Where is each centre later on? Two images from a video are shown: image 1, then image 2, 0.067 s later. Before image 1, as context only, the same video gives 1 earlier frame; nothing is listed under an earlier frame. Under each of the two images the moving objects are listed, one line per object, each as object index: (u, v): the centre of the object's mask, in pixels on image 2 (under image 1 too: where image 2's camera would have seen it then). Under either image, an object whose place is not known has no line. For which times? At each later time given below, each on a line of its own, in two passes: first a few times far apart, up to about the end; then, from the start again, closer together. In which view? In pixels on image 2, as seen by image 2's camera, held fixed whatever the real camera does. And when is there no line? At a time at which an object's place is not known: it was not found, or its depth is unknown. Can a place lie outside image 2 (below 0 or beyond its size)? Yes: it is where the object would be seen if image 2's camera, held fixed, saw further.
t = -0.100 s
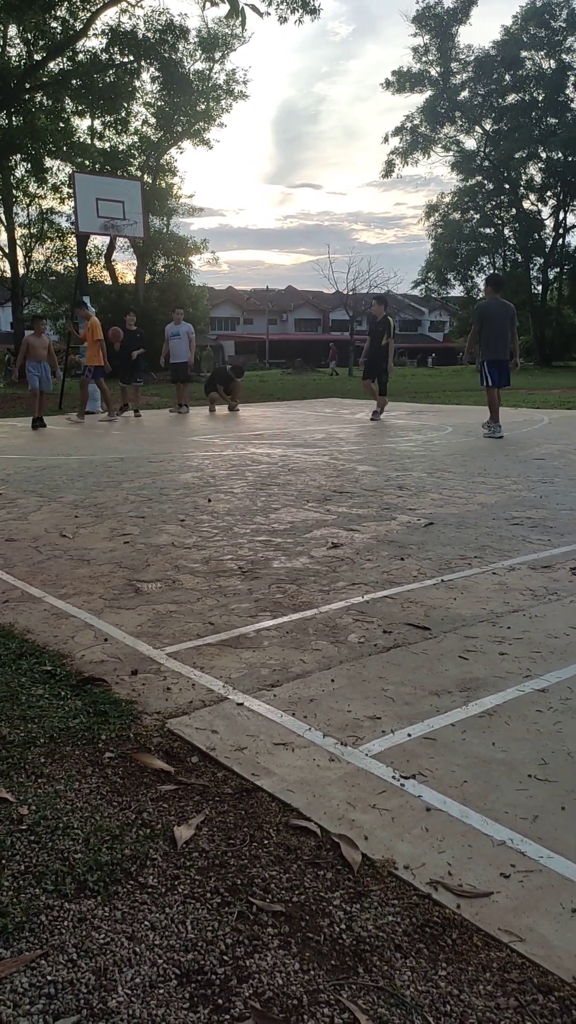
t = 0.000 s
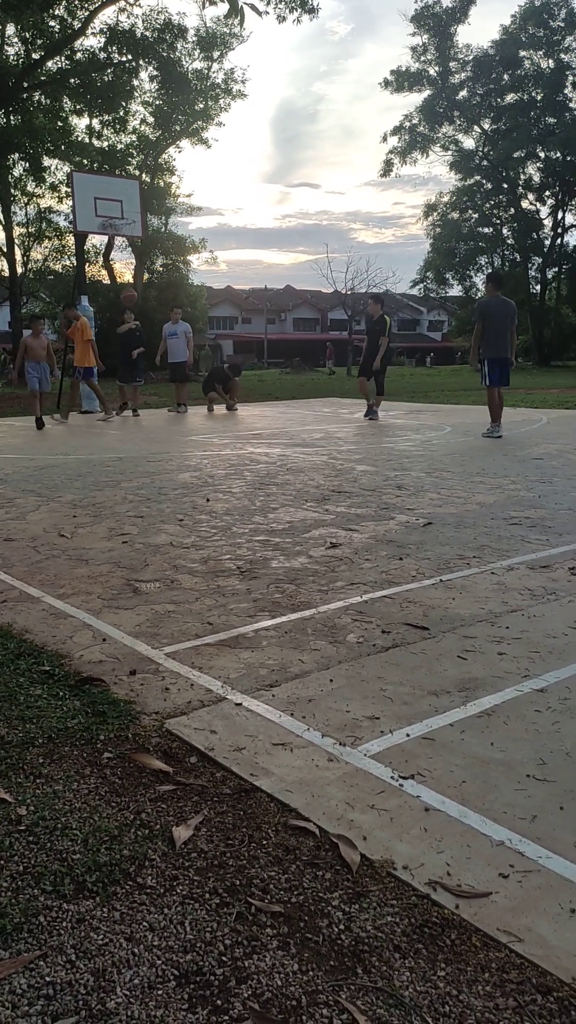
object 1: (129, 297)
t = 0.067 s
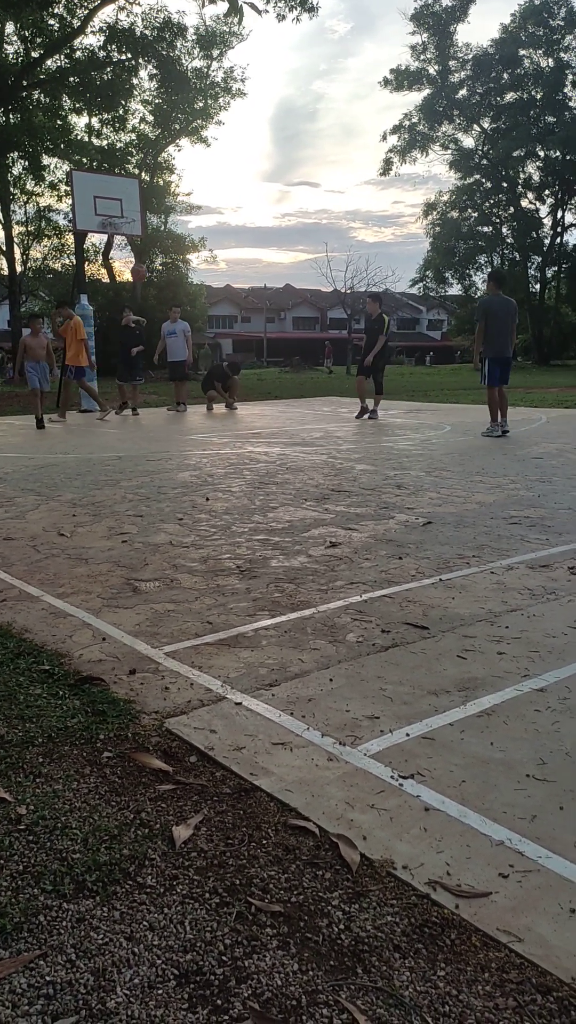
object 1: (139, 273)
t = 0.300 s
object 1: (181, 210)
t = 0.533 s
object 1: (232, 183)
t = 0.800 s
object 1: (301, 206)
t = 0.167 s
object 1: (156, 241)
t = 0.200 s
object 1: (158, 235)
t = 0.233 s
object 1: (169, 225)
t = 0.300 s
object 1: (181, 210)
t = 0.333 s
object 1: (187, 205)
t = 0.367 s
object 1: (195, 199)
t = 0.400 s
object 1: (202, 194)
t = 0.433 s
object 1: (209, 190)
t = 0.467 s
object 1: (216, 186)
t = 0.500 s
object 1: (224, 184)
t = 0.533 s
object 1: (232, 183)
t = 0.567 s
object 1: (240, 182)
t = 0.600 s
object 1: (248, 182)
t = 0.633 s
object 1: (256, 184)
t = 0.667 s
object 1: (265, 186)
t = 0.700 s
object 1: (274, 190)
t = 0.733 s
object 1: (282, 194)
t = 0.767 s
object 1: (291, 200)
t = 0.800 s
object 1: (301, 206)
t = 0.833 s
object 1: (310, 214)
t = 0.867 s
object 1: (320, 223)
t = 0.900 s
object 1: (330, 233)
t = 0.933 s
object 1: (340, 245)
